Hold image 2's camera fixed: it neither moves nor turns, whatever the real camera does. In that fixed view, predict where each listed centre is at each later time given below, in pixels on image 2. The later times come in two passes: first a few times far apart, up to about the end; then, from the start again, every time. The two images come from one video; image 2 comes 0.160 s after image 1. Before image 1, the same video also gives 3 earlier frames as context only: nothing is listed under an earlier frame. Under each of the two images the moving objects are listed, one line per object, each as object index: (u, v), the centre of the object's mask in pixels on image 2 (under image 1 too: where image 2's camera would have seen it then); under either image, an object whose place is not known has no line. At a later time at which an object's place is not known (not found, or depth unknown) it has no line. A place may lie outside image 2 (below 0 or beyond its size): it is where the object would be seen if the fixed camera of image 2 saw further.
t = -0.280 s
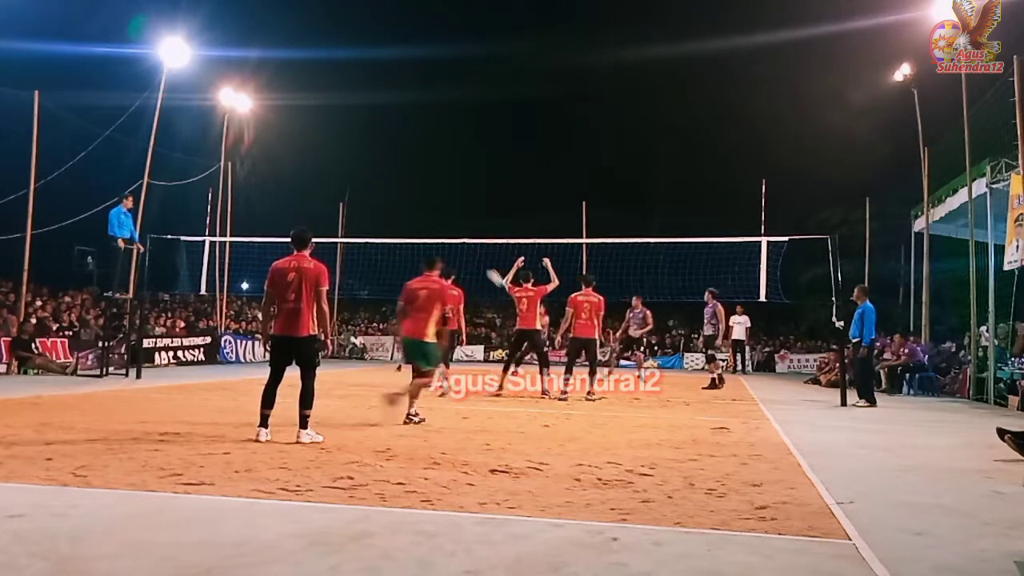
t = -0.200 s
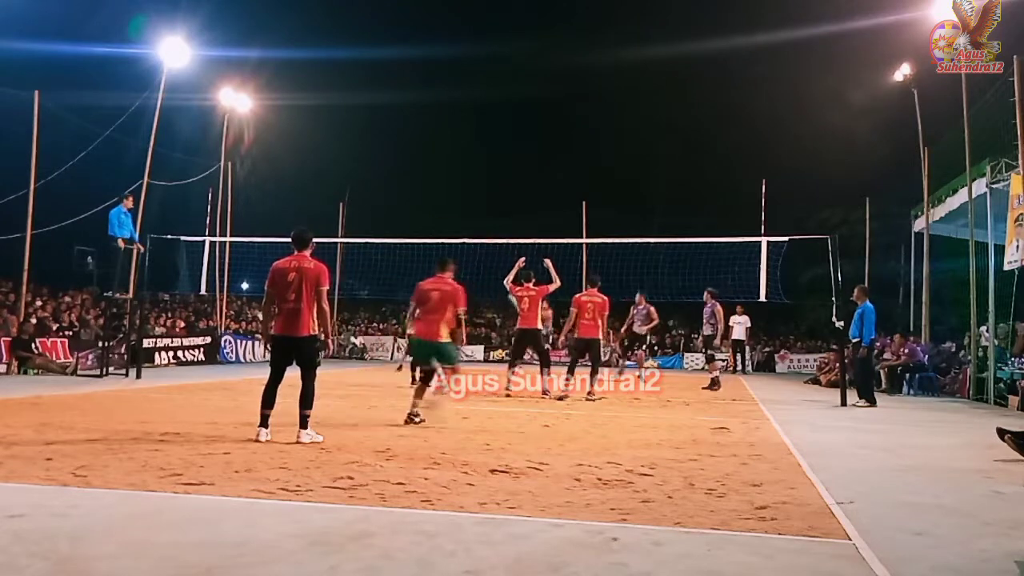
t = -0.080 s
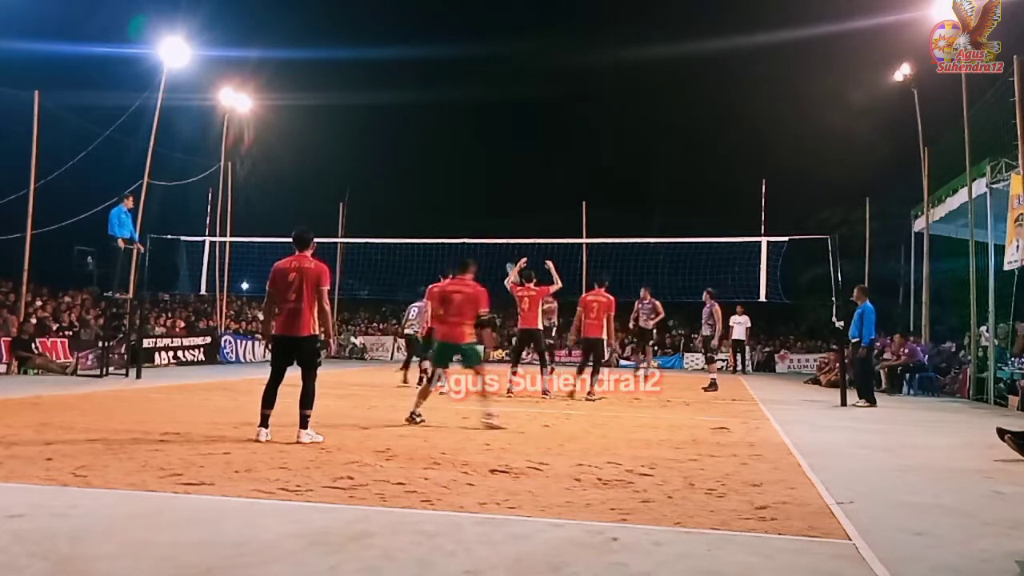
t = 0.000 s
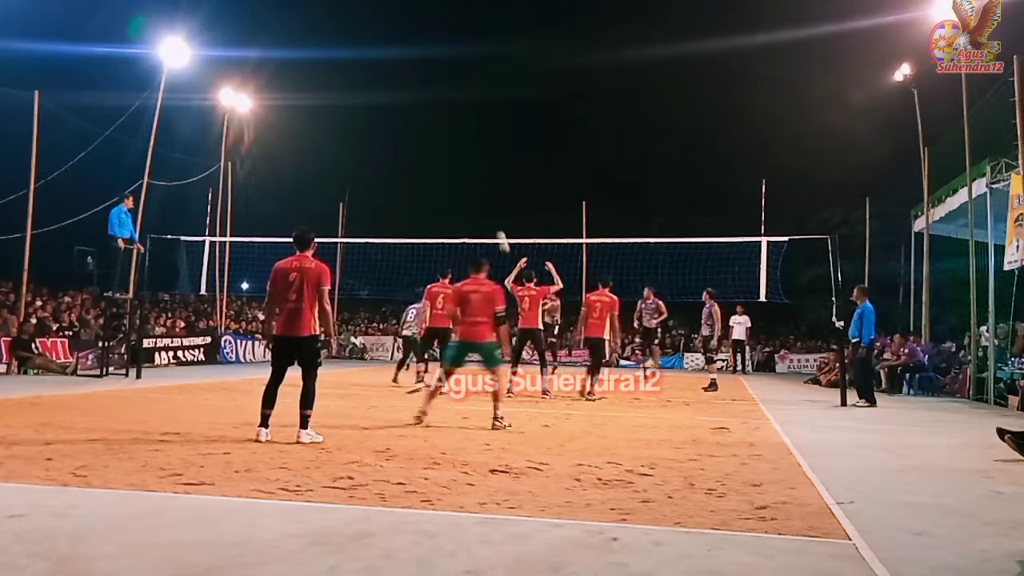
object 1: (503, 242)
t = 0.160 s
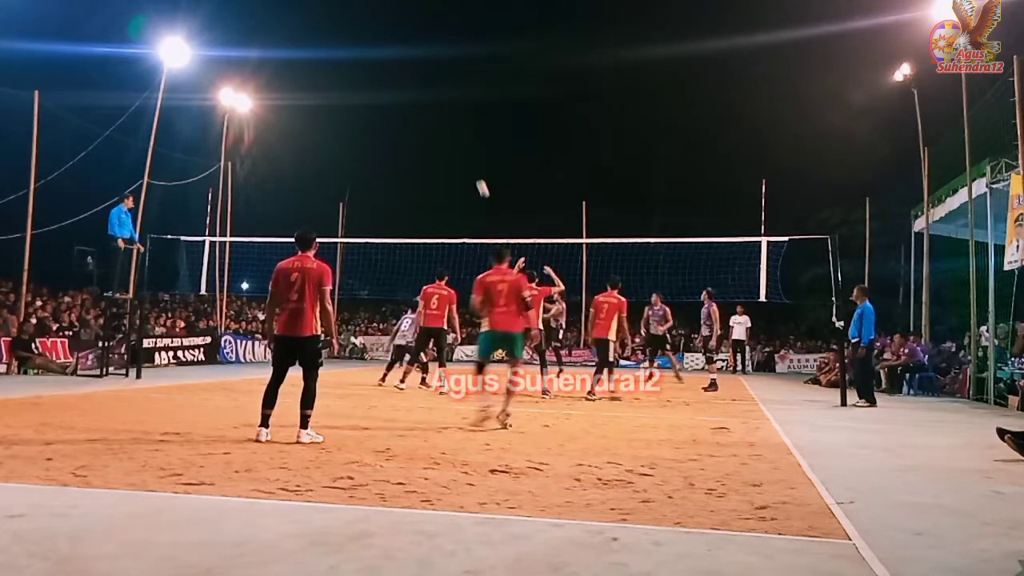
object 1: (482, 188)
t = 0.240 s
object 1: (473, 167)
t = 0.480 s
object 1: (446, 122)
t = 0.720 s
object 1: (420, 104)
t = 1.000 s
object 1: (394, 112)
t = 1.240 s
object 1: (372, 142)
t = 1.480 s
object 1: (351, 192)
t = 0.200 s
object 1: (477, 177)
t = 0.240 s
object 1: (473, 167)
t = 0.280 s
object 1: (468, 157)
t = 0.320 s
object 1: (463, 148)
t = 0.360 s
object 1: (459, 141)
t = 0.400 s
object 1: (454, 133)
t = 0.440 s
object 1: (450, 128)
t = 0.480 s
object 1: (446, 122)
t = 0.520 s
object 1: (441, 117)
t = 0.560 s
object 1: (437, 113)
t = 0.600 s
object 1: (433, 110)
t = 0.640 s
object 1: (429, 107)
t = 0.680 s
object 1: (425, 105)
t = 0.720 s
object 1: (420, 104)
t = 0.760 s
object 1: (417, 103)
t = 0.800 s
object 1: (413, 103)
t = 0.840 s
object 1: (409, 104)
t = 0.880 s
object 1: (404, 105)
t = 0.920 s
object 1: (401, 107)
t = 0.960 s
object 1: (397, 109)
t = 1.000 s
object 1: (394, 112)
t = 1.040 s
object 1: (390, 116)
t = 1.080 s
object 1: (386, 120)
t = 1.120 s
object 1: (383, 125)
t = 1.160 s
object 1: (379, 130)
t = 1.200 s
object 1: (375, 136)
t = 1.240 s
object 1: (372, 142)
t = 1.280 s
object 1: (368, 149)
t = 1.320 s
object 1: (365, 157)
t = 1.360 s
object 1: (362, 165)
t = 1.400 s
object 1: (358, 173)
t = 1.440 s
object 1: (355, 182)
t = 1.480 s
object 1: (351, 192)
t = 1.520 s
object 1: (349, 201)
